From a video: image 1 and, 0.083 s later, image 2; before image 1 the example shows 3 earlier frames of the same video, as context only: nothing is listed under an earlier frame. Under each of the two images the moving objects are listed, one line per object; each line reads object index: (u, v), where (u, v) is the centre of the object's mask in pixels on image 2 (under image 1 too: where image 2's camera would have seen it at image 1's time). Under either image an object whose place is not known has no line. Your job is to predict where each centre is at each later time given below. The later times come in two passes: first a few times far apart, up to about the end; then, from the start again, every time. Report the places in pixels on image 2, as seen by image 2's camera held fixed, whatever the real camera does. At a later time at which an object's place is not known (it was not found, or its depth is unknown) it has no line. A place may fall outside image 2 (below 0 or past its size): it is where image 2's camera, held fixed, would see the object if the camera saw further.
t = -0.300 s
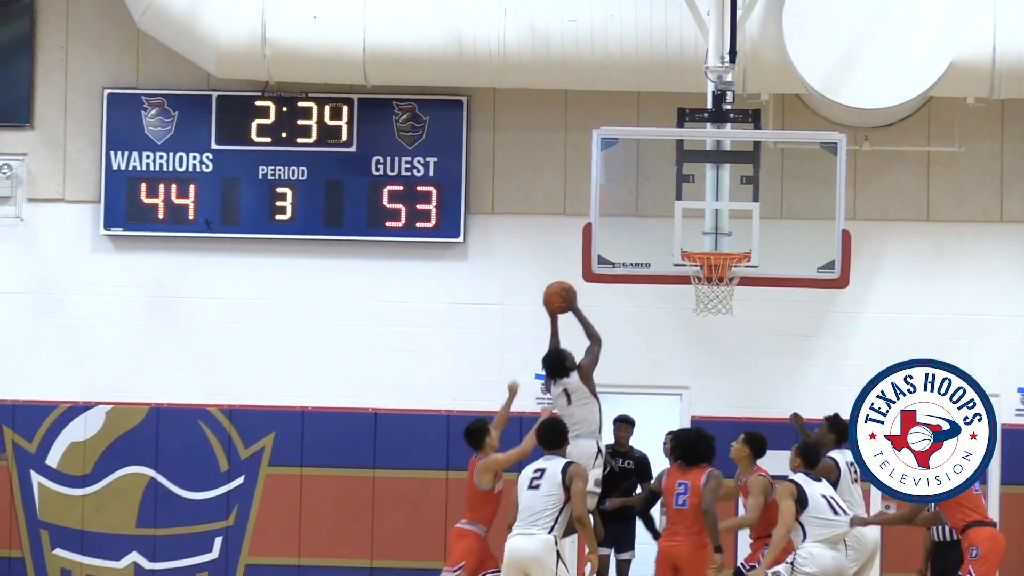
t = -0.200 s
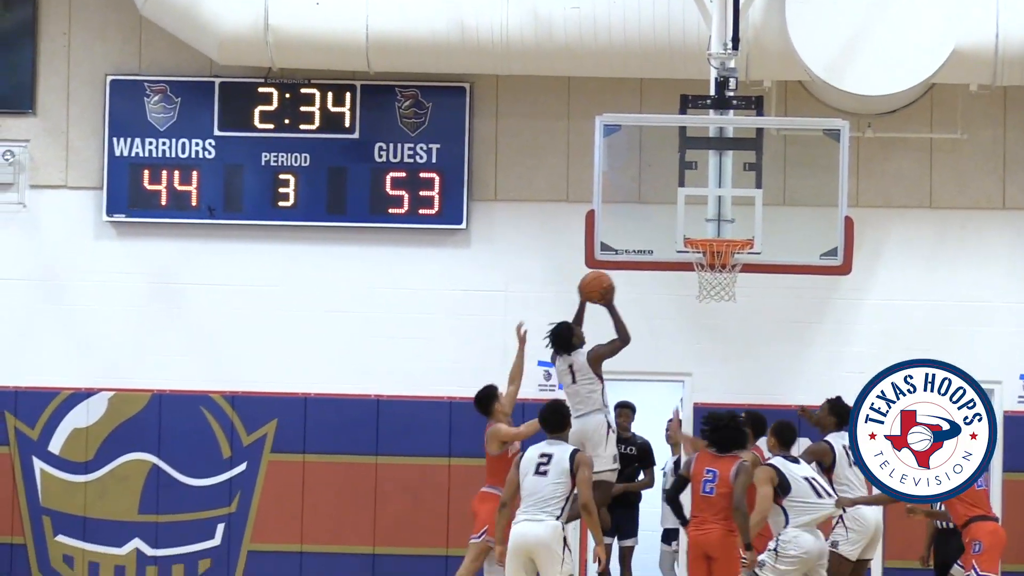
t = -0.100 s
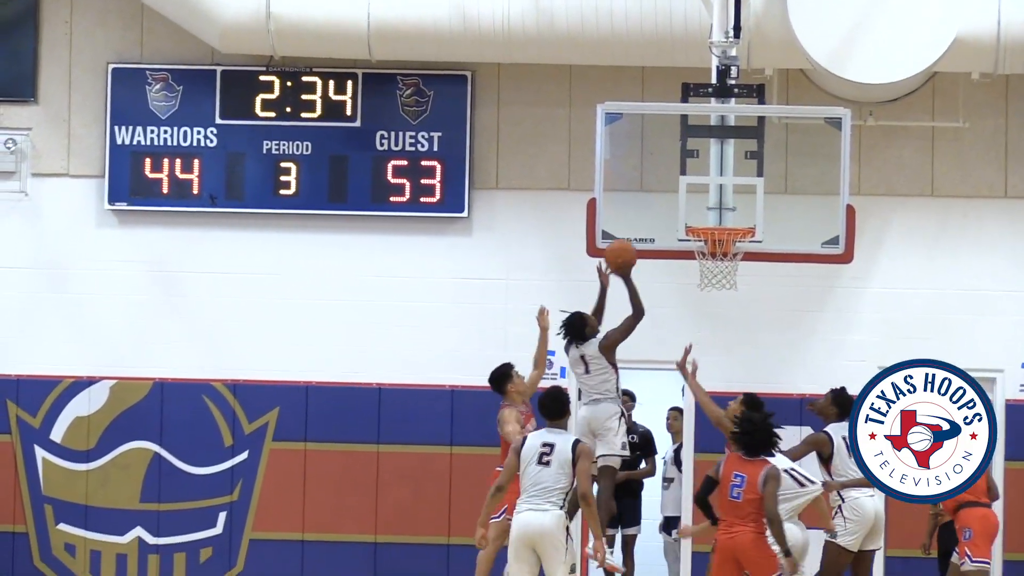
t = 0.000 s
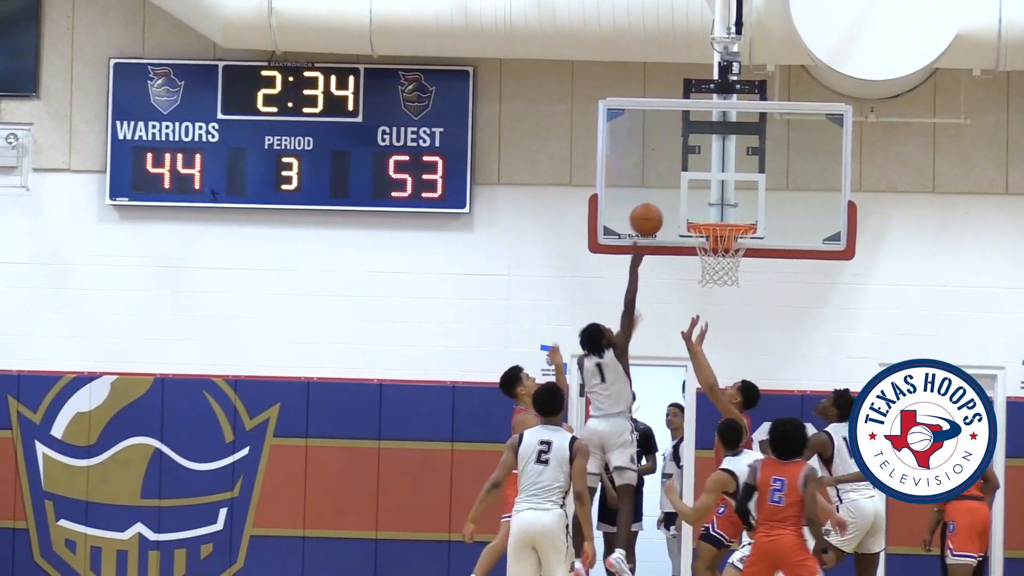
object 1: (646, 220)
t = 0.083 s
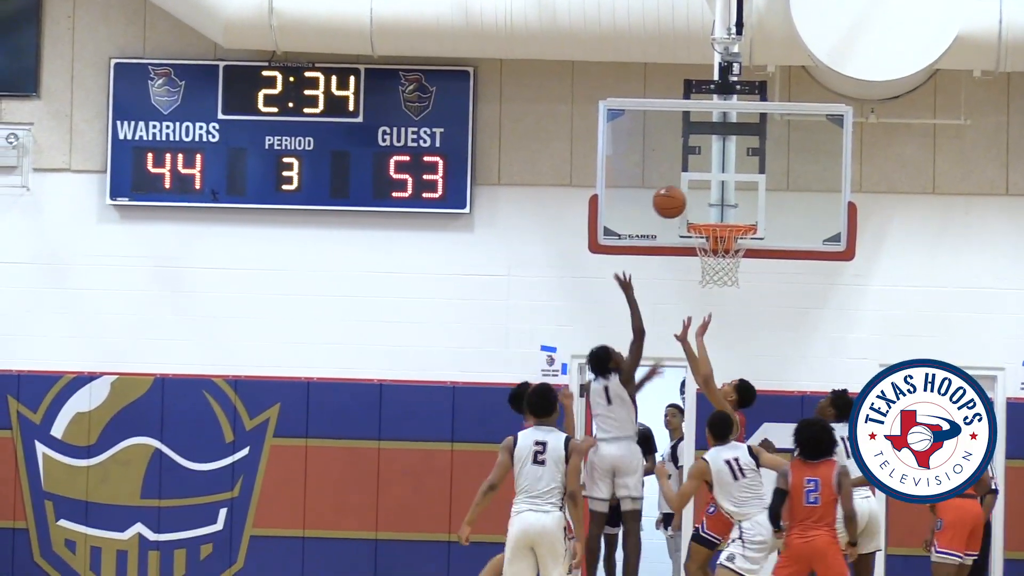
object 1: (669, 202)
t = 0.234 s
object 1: (697, 198)
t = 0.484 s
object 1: (730, 255)
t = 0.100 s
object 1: (674, 200)
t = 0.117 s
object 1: (678, 197)
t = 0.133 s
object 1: (682, 196)
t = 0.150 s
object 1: (685, 195)
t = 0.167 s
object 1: (687, 195)
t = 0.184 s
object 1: (690, 195)
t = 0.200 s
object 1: (692, 196)
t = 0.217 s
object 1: (694, 197)
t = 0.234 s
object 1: (697, 198)
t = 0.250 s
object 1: (699, 200)
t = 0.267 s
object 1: (702, 202)
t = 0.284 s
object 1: (704, 204)
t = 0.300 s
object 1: (707, 208)
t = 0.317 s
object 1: (709, 210)
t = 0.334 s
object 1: (711, 212)
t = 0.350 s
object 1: (714, 214)
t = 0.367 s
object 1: (716, 216)
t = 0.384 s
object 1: (719, 218)
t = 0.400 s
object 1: (720, 235)
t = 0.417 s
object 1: (723, 241)
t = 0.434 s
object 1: (725, 243)
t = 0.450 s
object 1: (727, 248)
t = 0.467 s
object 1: (729, 253)
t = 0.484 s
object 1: (730, 255)
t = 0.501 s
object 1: (731, 256)
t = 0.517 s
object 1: (731, 257)
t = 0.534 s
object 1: (730, 255)
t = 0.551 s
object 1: (730, 257)
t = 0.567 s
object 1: (729, 257)
